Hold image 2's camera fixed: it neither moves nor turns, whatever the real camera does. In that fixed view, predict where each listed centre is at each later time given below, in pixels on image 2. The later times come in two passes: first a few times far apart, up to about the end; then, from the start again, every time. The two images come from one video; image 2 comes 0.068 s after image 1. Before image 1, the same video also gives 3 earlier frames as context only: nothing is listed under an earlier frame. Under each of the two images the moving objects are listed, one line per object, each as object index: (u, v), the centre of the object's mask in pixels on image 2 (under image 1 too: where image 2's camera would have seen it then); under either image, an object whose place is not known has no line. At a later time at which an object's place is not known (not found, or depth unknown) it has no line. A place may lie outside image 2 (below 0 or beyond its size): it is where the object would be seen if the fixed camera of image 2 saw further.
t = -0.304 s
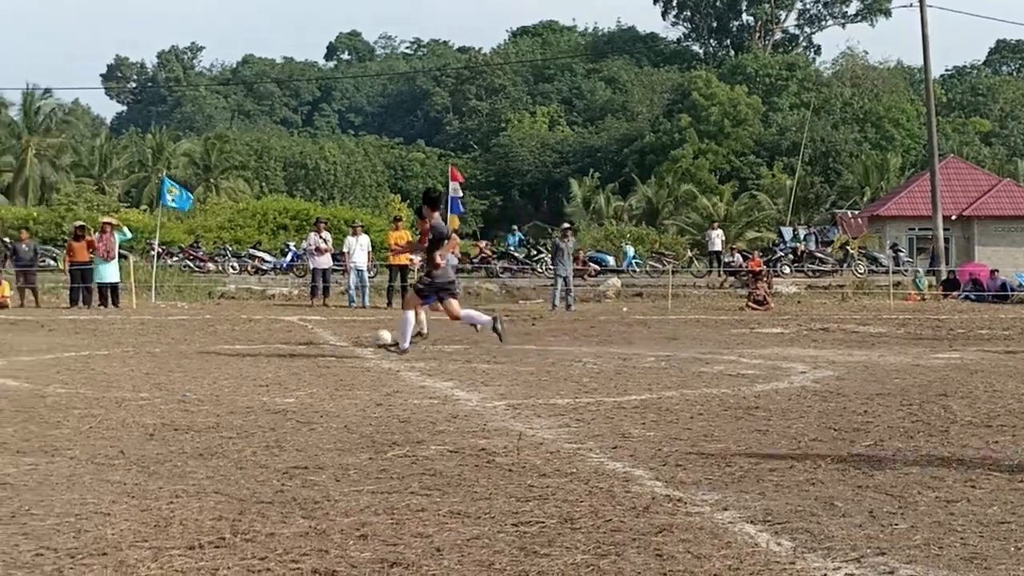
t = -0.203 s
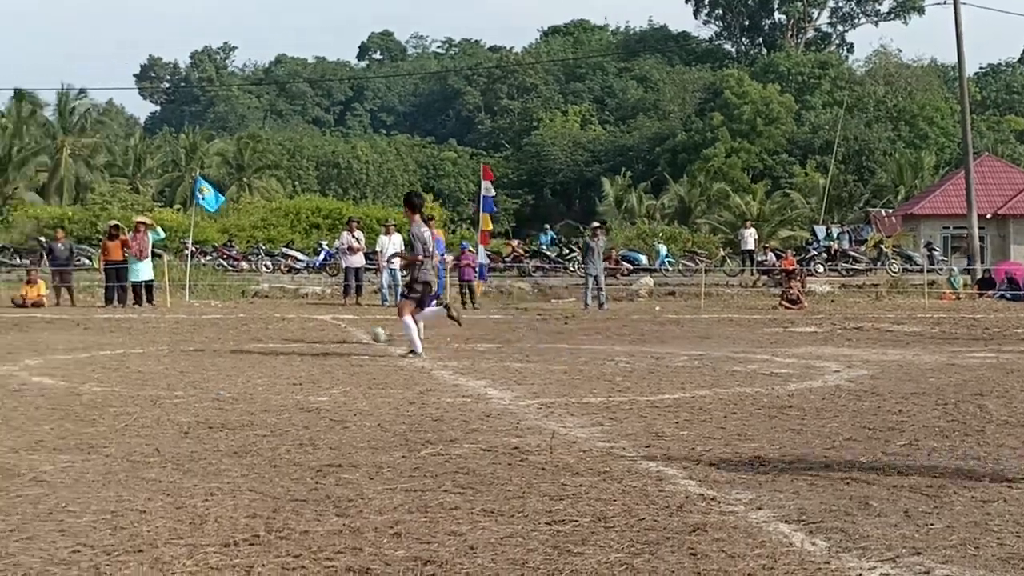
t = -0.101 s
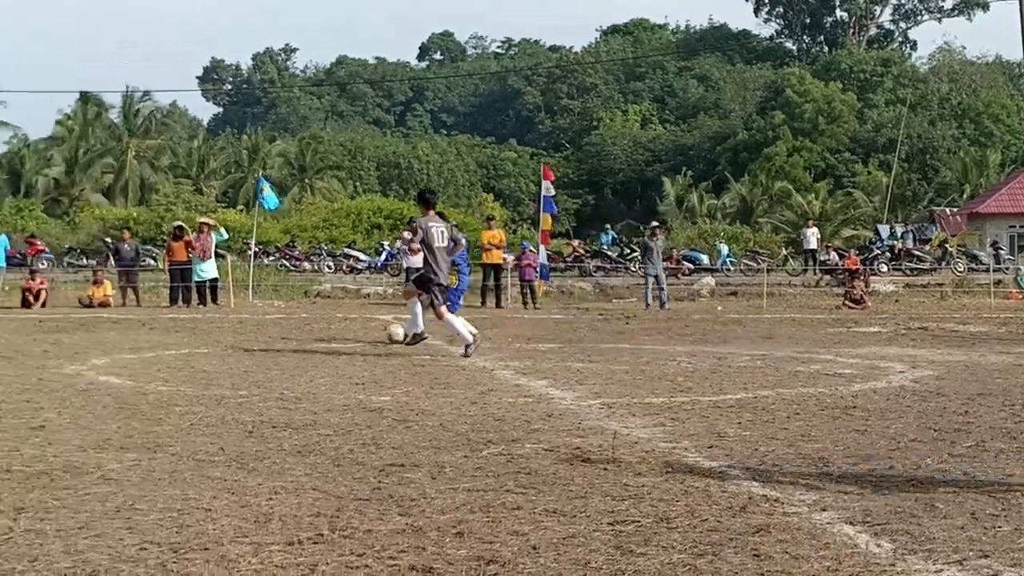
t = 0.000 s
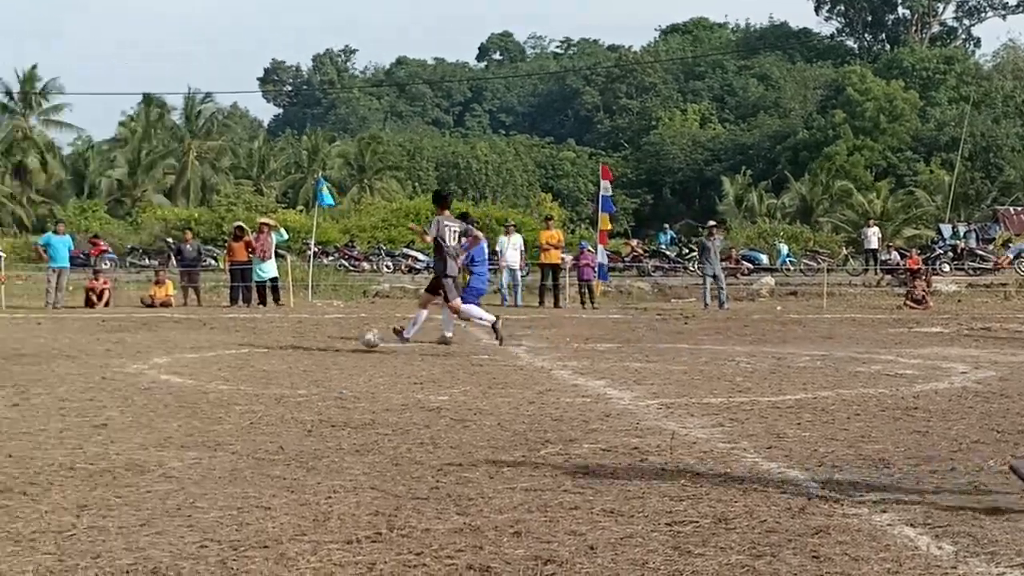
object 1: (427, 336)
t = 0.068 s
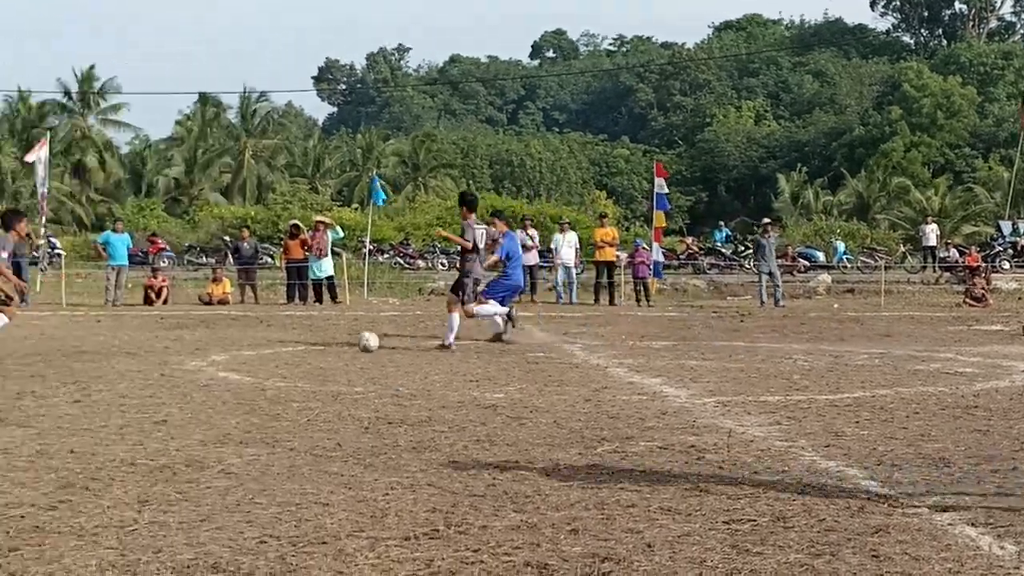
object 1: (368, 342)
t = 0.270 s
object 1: (167, 354)
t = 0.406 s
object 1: (9, 363)
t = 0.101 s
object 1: (339, 340)
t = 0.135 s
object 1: (307, 339)
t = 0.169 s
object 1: (275, 340)
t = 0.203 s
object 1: (241, 343)
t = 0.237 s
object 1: (205, 347)
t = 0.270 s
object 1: (167, 354)
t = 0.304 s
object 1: (126, 361)
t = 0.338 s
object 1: (88, 362)
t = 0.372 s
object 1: (49, 362)
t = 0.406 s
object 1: (9, 363)
